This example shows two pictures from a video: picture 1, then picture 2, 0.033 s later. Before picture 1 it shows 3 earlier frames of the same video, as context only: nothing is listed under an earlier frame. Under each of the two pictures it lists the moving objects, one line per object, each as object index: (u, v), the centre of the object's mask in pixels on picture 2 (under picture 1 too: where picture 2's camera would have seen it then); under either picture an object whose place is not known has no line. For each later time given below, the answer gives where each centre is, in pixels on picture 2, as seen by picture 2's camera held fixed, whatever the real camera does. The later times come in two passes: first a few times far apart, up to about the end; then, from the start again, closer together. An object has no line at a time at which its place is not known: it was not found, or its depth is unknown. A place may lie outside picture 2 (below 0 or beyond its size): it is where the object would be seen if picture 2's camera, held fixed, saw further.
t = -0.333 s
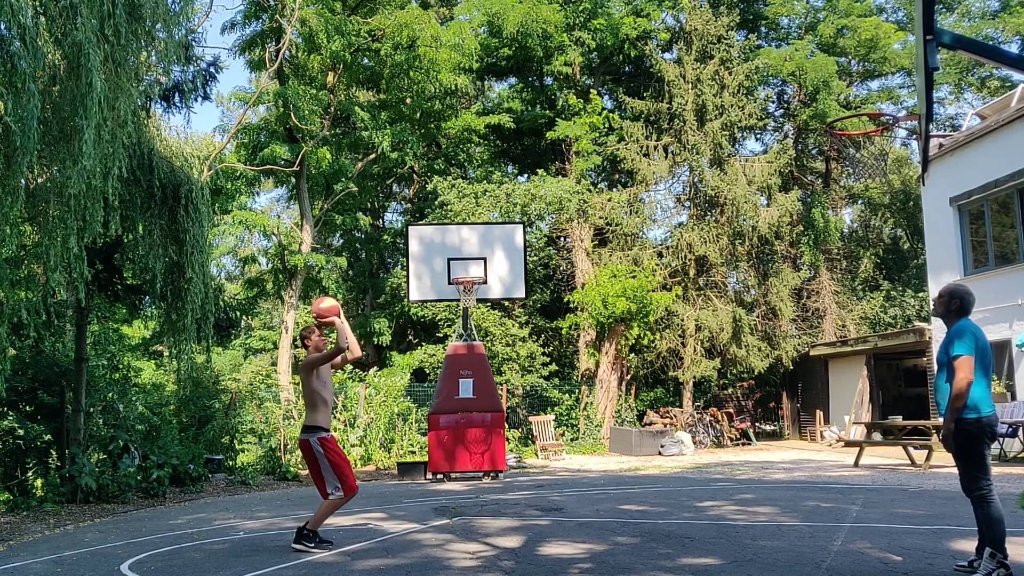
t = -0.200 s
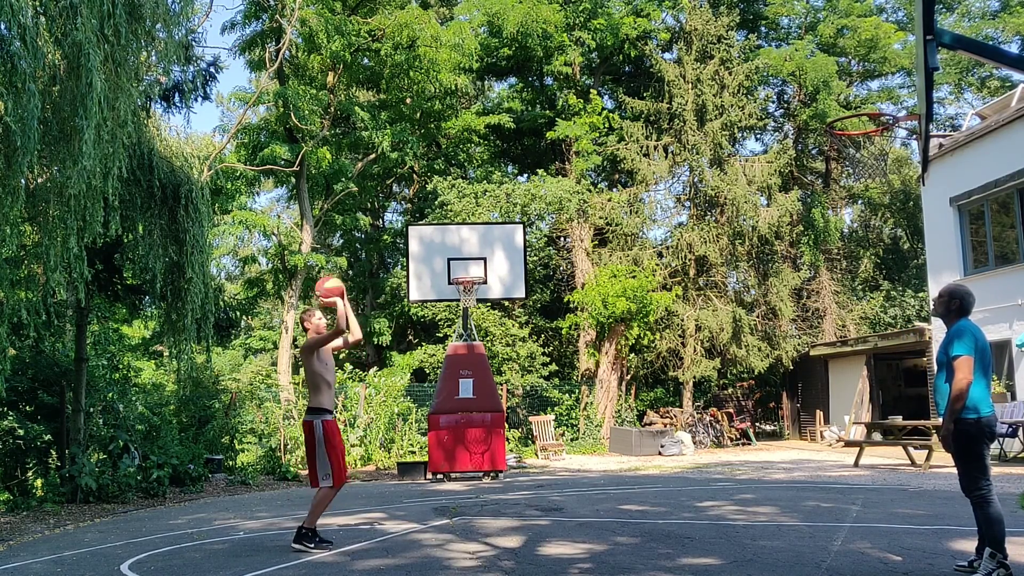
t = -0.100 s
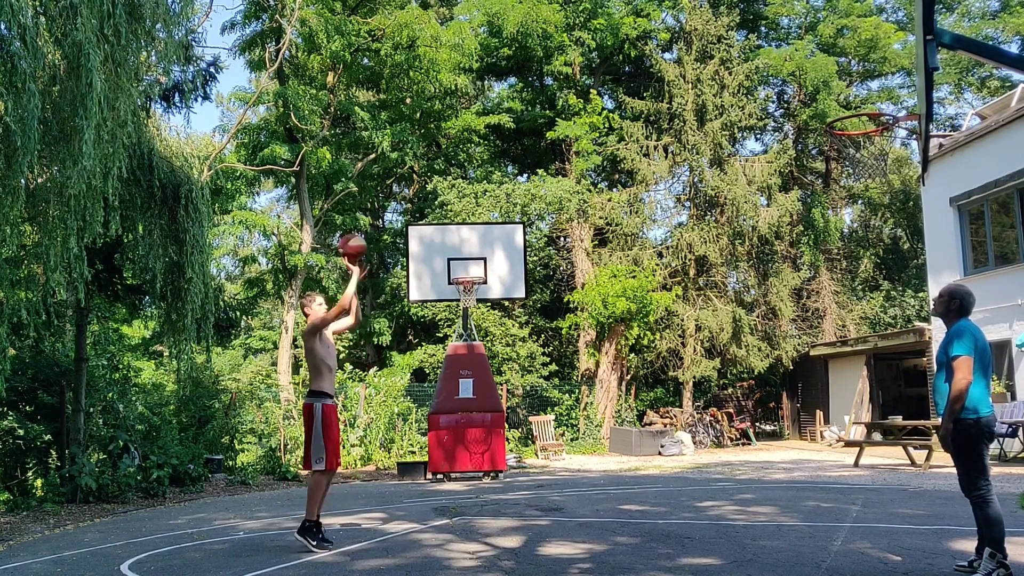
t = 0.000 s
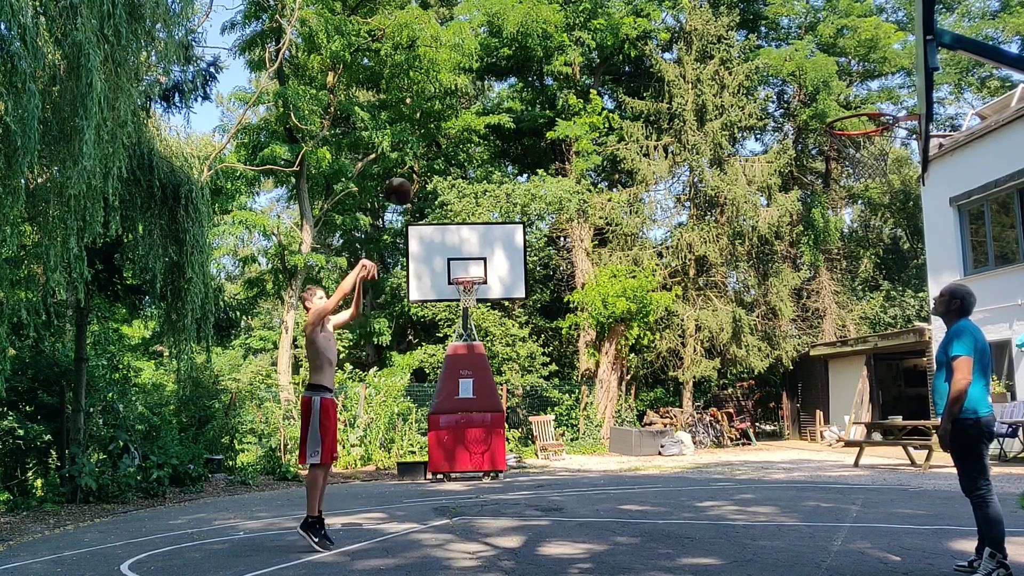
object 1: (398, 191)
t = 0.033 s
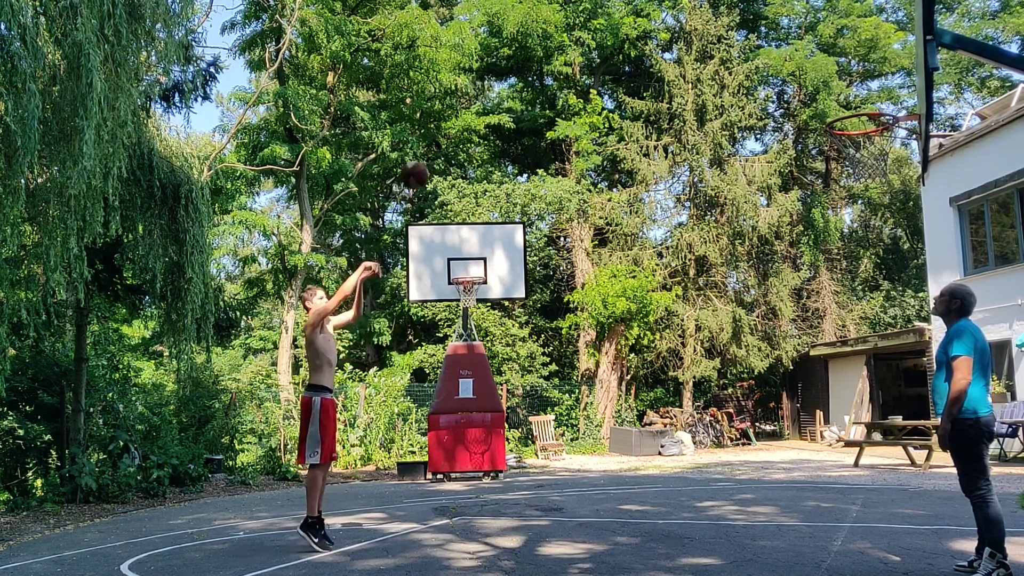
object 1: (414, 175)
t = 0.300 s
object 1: (550, 82)
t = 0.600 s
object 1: (722, 71)
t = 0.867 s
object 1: (866, 108)
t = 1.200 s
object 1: (875, 62)
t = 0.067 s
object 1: (431, 160)
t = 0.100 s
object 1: (447, 145)
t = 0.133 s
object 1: (464, 132)
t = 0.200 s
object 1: (498, 109)
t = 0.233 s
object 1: (515, 99)
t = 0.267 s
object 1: (532, 90)
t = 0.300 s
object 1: (550, 82)
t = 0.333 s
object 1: (567, 76)
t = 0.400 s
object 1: (604, 67)
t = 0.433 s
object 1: (622, 64)
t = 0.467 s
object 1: (642, 63)
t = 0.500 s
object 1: (661, 62)
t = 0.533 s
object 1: (681, 64)
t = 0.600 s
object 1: (722, 71)
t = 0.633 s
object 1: (743, 76)
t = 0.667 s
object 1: (763, 83)
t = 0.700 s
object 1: (786, 92)
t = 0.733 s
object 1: (808, 102)
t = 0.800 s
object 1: (841, 108)
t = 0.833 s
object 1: (854, 108)
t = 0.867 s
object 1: (866, 108)
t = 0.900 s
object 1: (879, 109)
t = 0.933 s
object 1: (883, 102)
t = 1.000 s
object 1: (880, 83)
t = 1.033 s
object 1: (878, 76)
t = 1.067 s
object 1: (878, 70)
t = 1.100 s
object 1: (877, 66)
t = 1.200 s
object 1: (875, 62)
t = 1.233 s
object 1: (875, 63)
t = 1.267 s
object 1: (875, 66)
